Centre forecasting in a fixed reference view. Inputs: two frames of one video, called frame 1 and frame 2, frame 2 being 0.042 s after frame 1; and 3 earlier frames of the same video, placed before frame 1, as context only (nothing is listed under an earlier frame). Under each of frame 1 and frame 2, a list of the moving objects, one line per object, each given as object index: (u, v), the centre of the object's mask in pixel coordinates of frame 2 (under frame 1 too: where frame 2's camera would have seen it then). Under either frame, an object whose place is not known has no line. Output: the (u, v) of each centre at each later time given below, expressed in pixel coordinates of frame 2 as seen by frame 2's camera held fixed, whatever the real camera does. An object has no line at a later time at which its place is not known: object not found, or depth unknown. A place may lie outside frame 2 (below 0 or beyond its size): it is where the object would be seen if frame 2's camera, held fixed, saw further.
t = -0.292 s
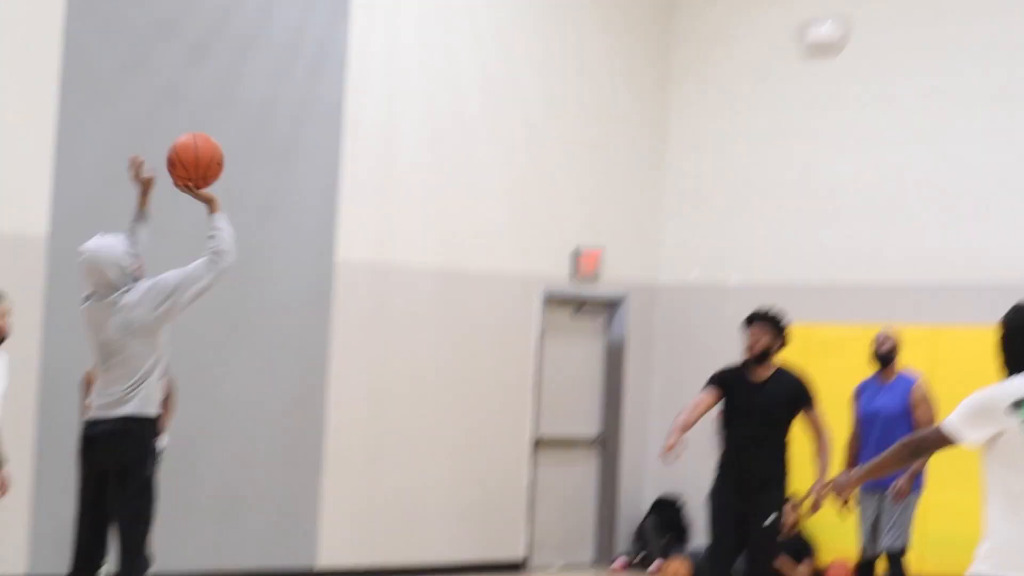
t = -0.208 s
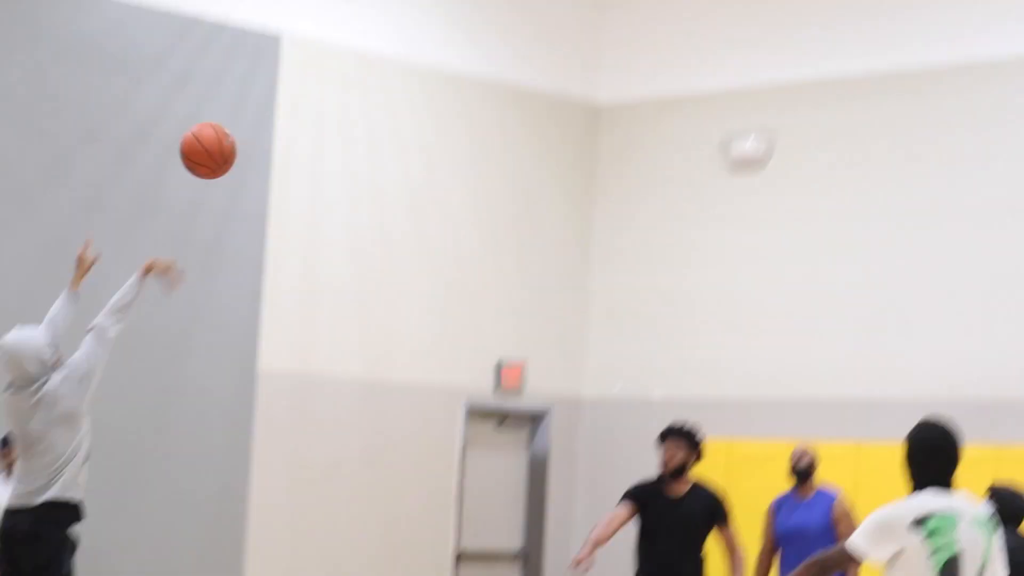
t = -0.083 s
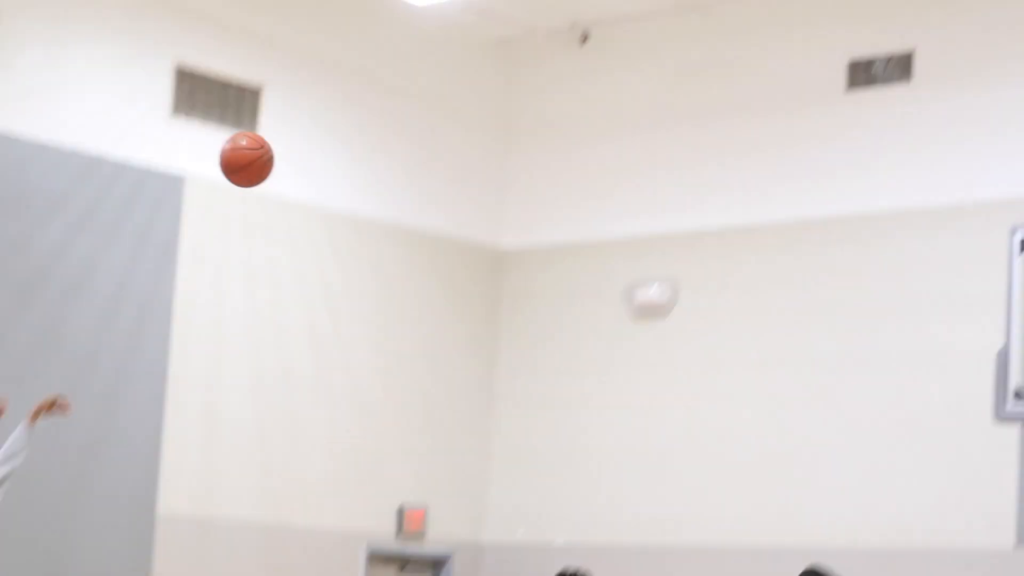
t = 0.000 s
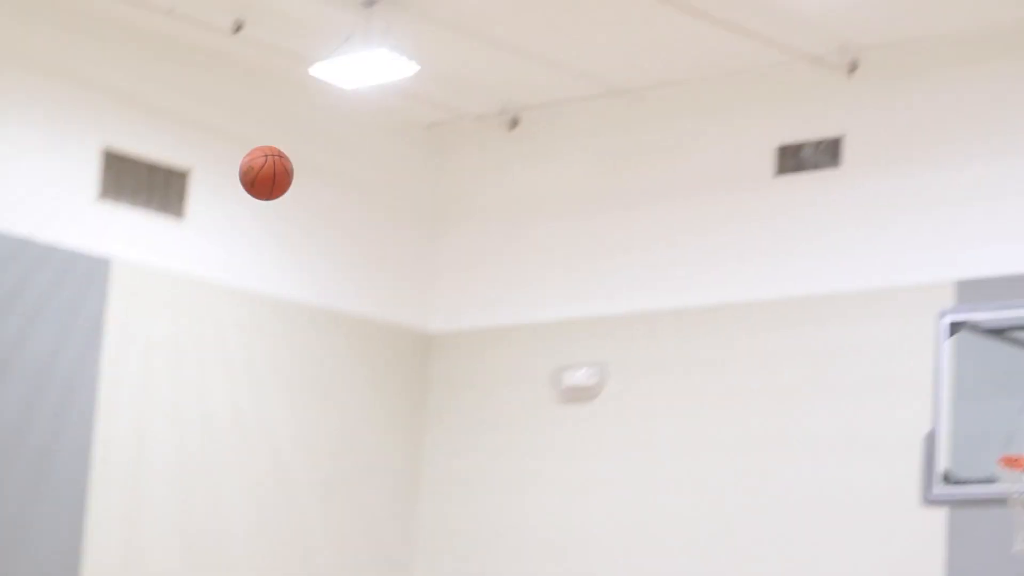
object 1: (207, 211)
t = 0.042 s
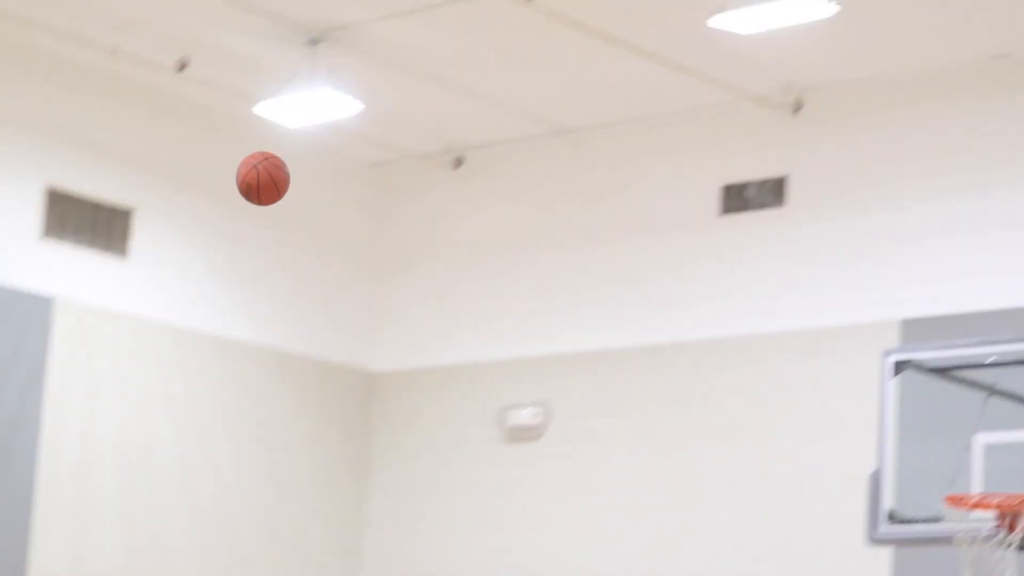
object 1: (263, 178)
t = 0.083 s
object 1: (297, 160)
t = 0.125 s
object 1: (344, 139)
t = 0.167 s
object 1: (376, 127)
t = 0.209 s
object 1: (423, 114)
